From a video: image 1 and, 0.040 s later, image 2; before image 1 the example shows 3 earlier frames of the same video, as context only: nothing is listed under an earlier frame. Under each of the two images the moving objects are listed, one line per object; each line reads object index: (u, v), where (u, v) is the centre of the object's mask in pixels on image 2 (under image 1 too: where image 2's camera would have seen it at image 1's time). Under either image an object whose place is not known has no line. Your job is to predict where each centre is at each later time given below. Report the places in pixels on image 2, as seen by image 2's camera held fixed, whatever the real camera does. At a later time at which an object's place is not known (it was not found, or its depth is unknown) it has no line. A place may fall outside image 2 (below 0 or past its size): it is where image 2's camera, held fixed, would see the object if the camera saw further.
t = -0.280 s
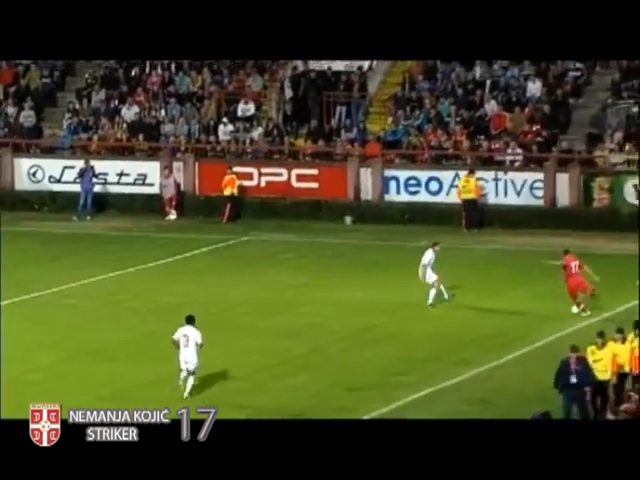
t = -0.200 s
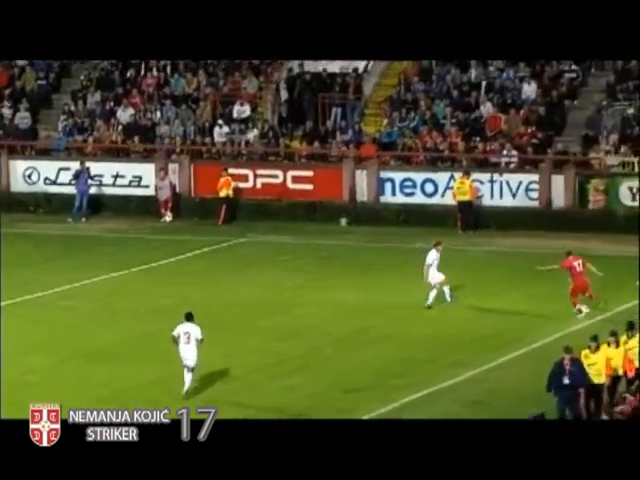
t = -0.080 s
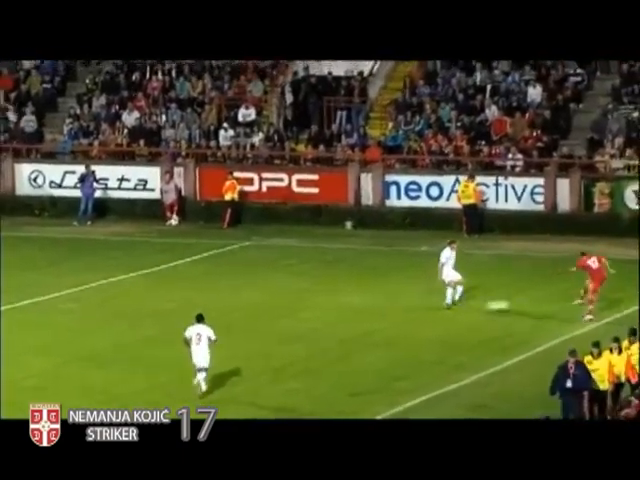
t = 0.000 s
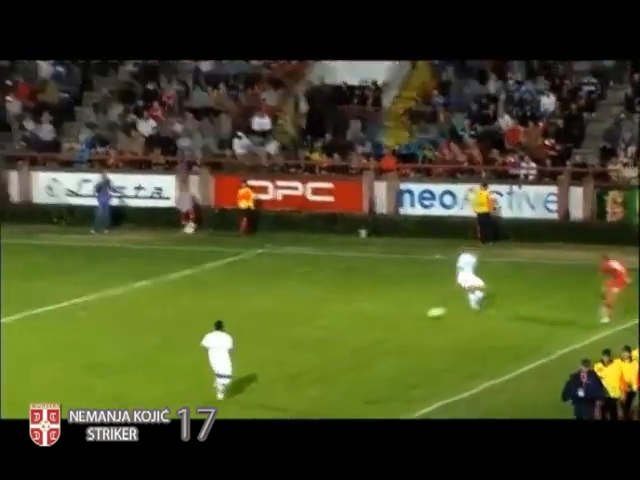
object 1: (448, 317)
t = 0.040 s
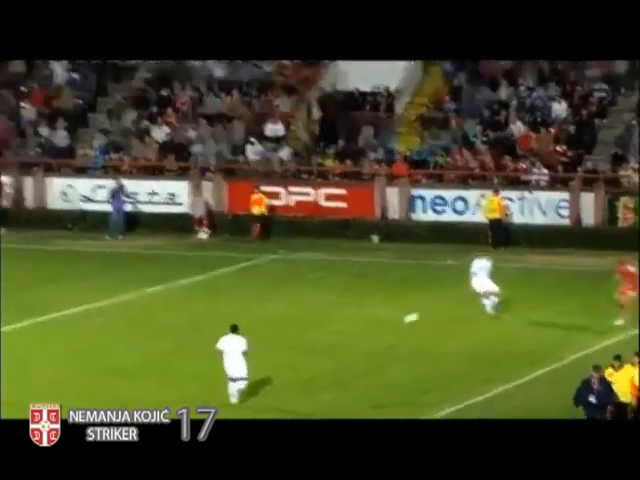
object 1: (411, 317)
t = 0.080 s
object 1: (375, 319)
